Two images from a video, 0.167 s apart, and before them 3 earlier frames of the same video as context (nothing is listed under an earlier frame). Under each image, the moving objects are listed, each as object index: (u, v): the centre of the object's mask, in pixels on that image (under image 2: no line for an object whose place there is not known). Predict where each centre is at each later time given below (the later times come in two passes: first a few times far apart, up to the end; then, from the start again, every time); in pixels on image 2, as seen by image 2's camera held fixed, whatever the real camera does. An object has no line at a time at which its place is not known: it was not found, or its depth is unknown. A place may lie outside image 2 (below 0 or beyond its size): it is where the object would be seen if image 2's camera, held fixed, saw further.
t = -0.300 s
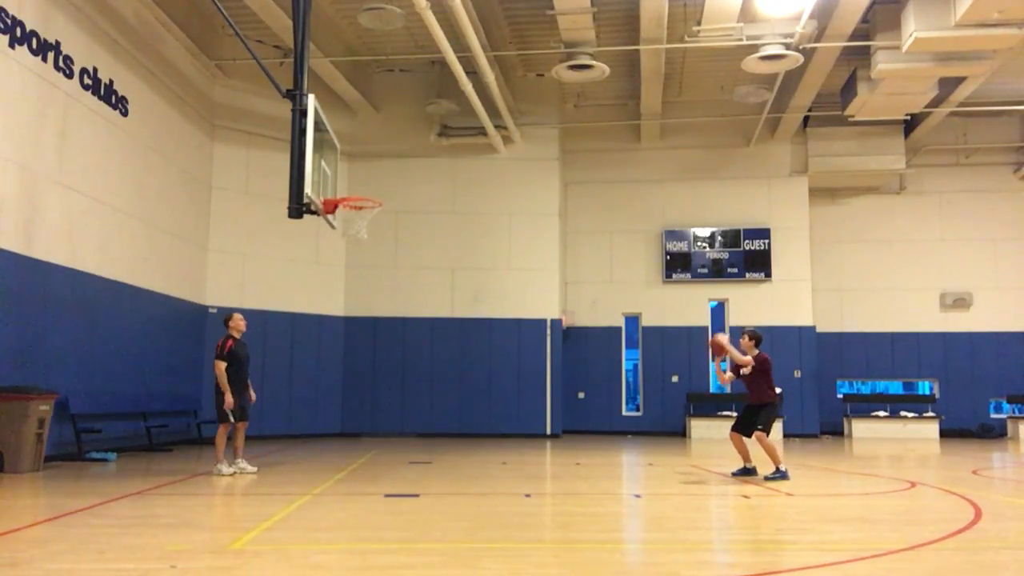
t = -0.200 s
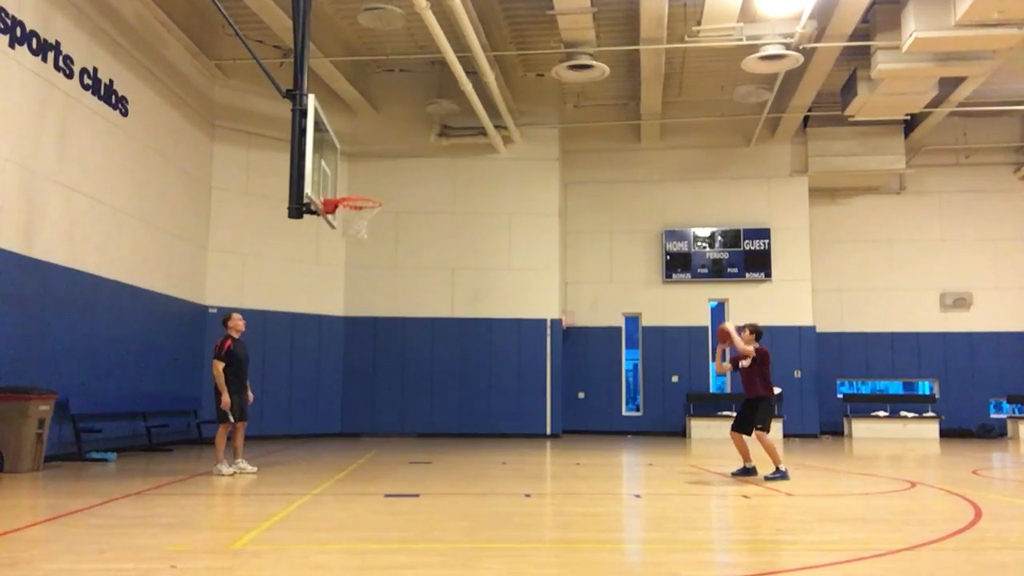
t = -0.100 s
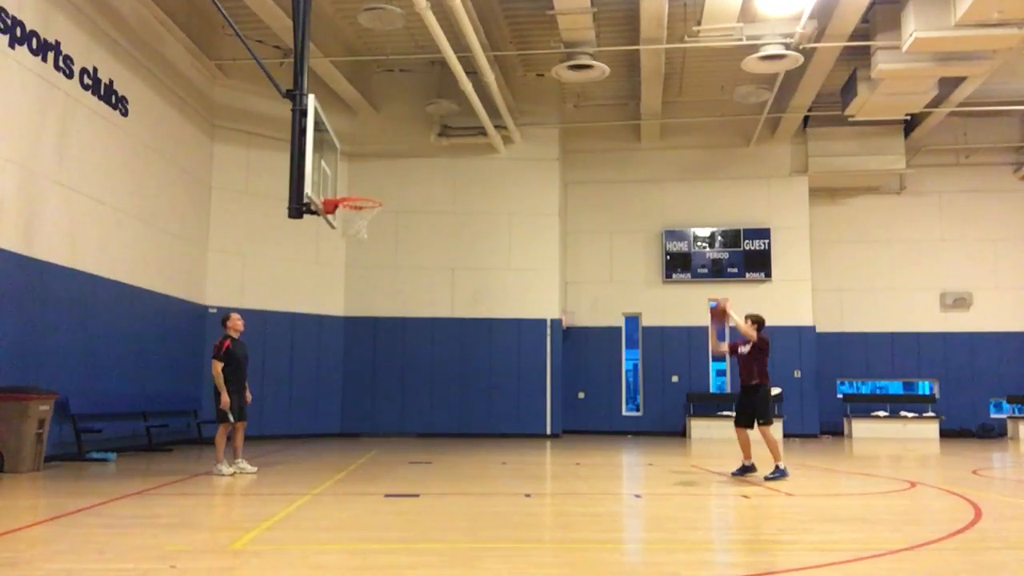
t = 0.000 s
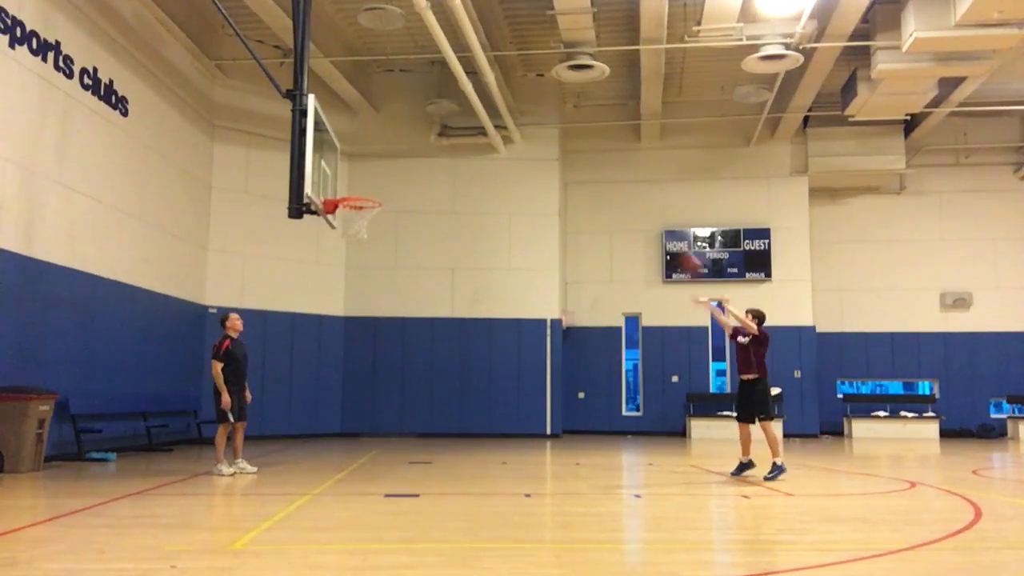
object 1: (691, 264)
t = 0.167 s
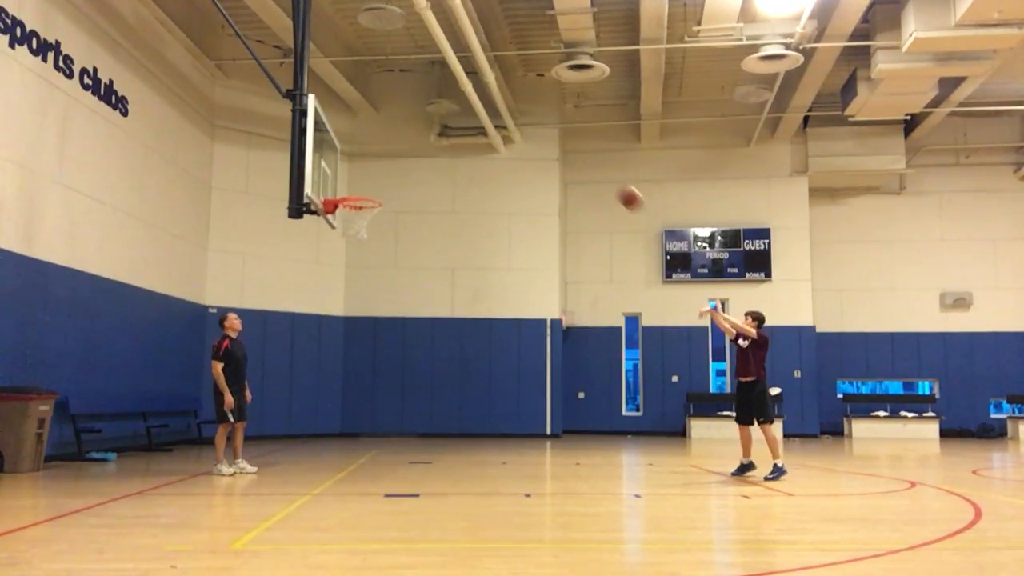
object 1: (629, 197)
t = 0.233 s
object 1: (607, 178)
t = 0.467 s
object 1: (526, 139)
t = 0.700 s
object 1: (443, 144)
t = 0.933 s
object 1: (365, 192)
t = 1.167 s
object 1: (338, 271)
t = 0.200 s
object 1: (618, 187)
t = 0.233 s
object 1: (607, 178)
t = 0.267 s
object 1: (595, 170)
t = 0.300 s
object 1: (584, 163)
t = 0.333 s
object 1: (572, 156)
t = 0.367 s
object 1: (560, 150)
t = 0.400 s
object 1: (548, 145)
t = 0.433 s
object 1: (537, 142)
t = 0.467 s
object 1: (526, 139)
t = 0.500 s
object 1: (513, 137)
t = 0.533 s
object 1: (503, 137)
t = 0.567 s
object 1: (490, 137)
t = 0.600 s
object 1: (479, 137)
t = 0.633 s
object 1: (468, 138)
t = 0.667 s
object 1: (457, 142)
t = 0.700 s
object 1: (443, 144)
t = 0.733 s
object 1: (433, 149)
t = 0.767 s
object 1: (423, 153)
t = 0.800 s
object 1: (410, 160)
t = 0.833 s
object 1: (399, 167)
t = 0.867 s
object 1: (387, 175)
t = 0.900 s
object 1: (376, 184)
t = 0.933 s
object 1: (365, 192)
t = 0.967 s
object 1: (353, 203)
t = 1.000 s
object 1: (346, 215)
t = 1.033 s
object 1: (343, 226)
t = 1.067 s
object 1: (342, 235)
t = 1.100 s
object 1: (341, 245)
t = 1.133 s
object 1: (340, 258)
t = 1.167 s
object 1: (338, 271)
